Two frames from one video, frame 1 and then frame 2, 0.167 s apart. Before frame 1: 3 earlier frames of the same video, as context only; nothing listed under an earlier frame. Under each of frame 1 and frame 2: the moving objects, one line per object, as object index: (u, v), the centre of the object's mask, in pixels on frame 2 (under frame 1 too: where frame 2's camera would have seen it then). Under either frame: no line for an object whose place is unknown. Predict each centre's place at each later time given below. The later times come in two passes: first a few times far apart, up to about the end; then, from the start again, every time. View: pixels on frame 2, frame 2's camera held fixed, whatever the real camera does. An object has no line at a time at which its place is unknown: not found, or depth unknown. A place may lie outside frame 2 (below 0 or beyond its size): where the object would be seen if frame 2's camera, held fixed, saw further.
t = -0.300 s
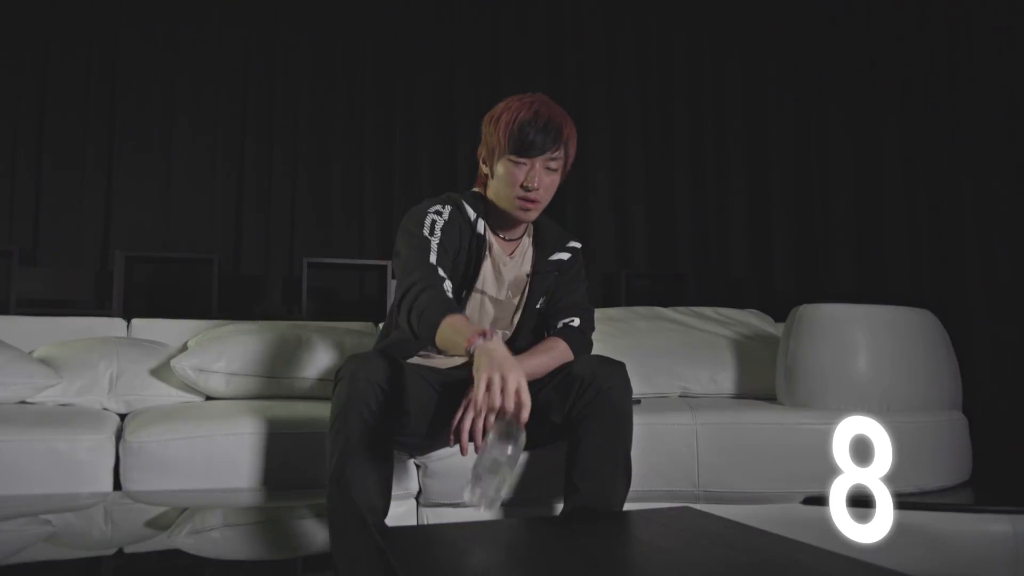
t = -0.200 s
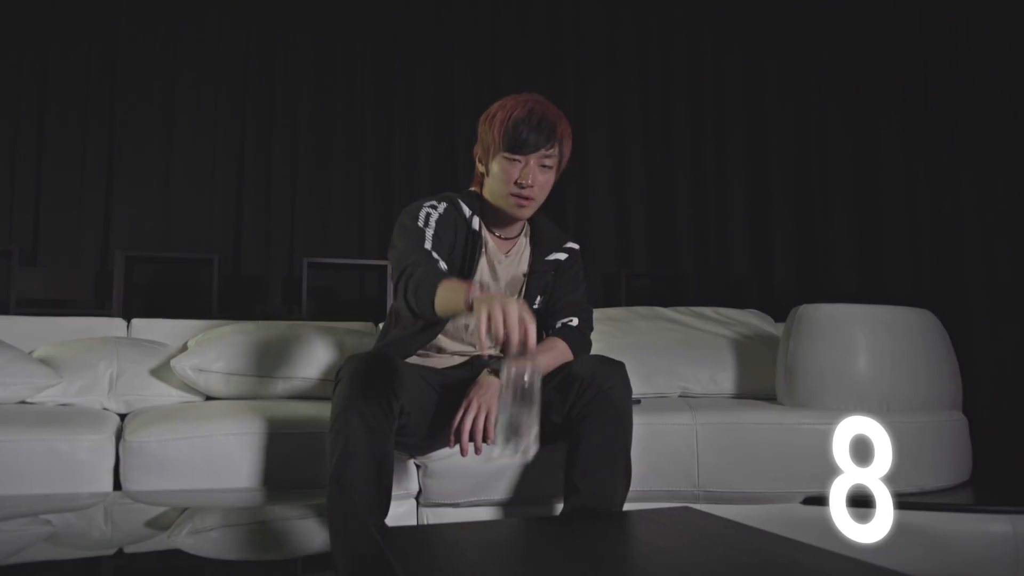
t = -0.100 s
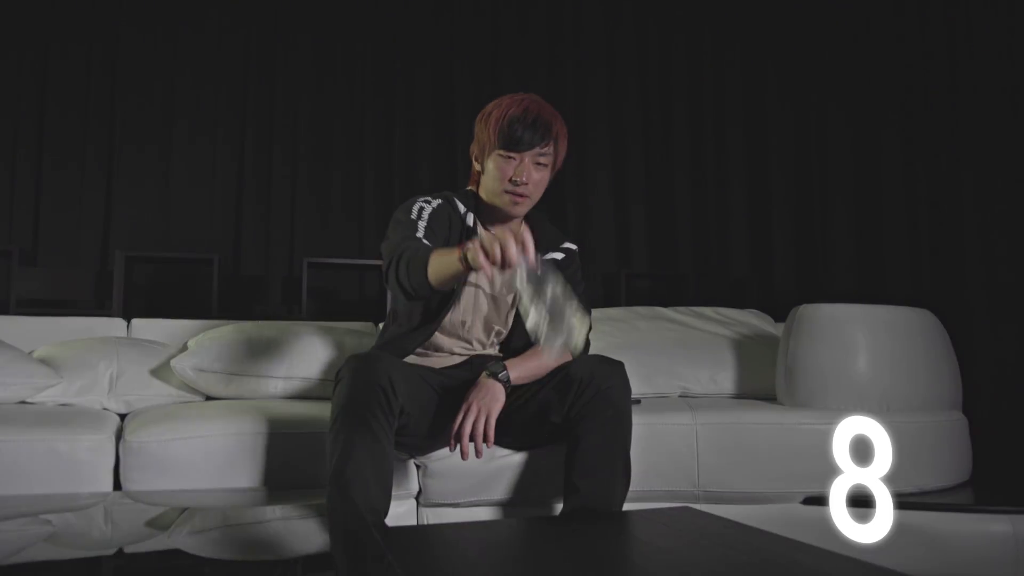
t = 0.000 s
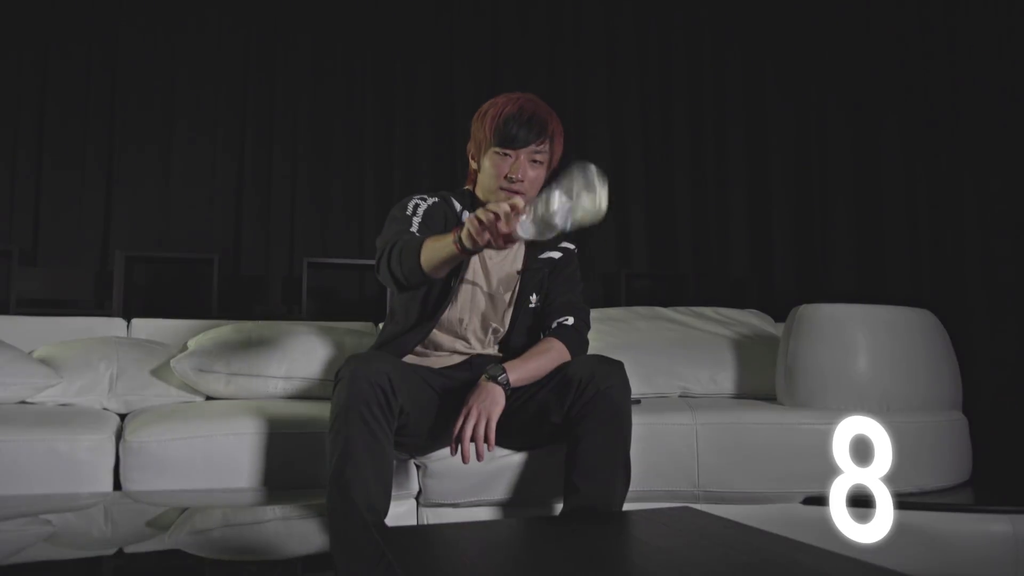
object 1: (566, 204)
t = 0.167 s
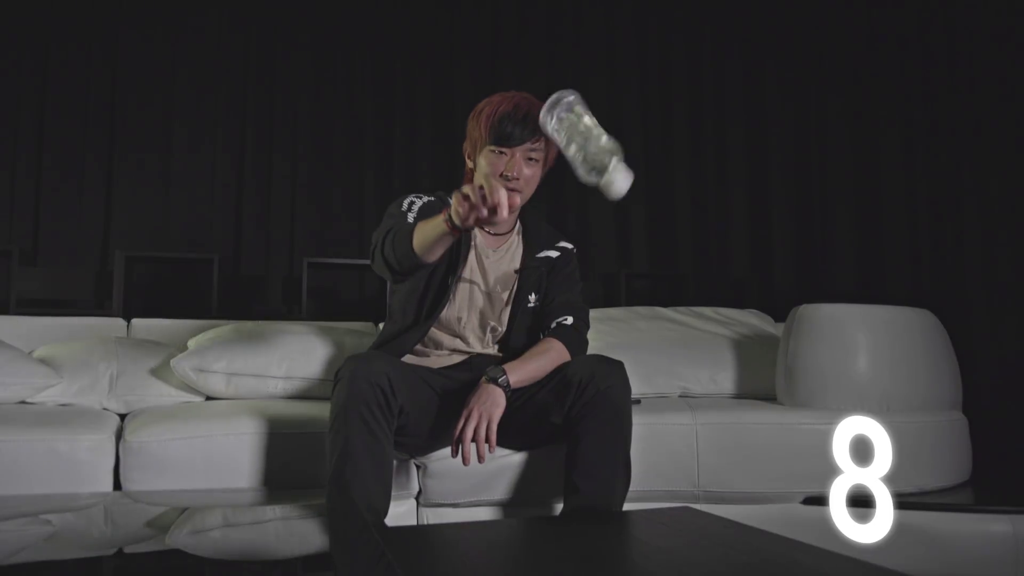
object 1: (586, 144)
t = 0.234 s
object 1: (584, 156)
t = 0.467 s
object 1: (601, 504)
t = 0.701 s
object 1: (593, 507)
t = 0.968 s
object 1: (594, 507)
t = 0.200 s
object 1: (585, 144)
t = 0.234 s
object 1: (584, 156)
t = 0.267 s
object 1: (585, 179)
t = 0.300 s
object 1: (588, 209)
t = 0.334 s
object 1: (591, 249)
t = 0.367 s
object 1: (593, 299)
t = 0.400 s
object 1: (594, 369)
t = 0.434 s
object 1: (596, 447)
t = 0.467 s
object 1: (601, 504)
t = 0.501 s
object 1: (602, 506)
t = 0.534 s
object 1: (597, 507)
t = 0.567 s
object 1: (595, 506)
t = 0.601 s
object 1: (594, 507)
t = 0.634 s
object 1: (595, 507)
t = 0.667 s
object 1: (595, 507)
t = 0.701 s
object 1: (593, 507)
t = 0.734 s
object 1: (593, 507)
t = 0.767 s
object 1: (593, 507)
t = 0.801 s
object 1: (593, 507)
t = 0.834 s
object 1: (593, 507)
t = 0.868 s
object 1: (593, 507)
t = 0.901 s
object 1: (593, 507)
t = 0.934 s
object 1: (594, 507)
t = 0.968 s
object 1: (594, 507)
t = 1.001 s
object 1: (594, 507)
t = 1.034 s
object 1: (594, 507)
